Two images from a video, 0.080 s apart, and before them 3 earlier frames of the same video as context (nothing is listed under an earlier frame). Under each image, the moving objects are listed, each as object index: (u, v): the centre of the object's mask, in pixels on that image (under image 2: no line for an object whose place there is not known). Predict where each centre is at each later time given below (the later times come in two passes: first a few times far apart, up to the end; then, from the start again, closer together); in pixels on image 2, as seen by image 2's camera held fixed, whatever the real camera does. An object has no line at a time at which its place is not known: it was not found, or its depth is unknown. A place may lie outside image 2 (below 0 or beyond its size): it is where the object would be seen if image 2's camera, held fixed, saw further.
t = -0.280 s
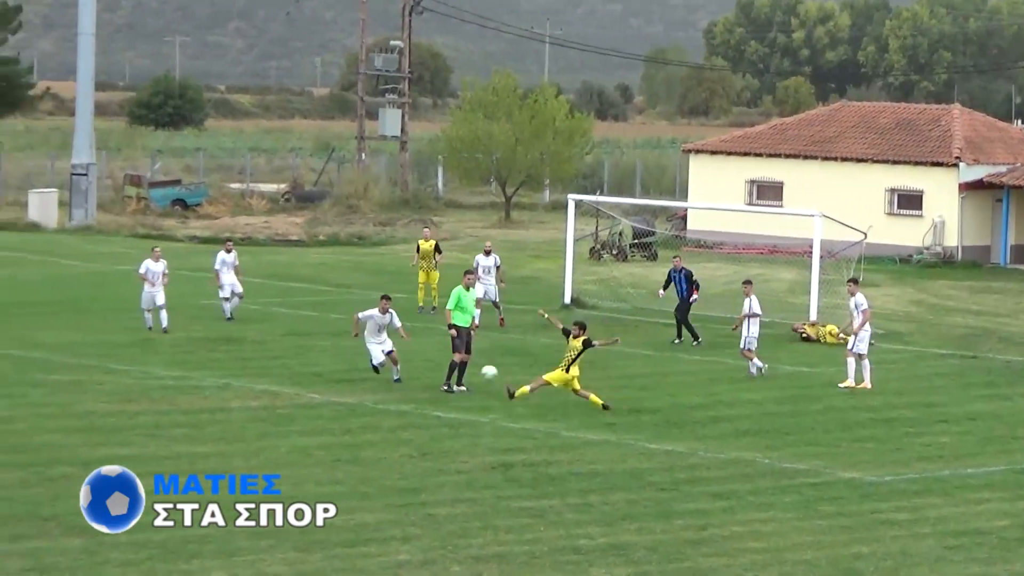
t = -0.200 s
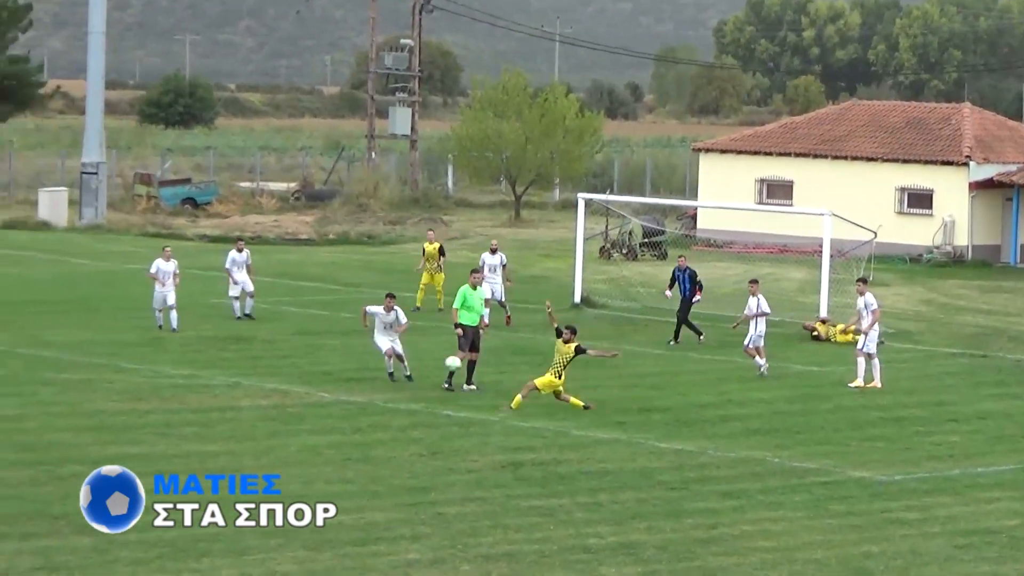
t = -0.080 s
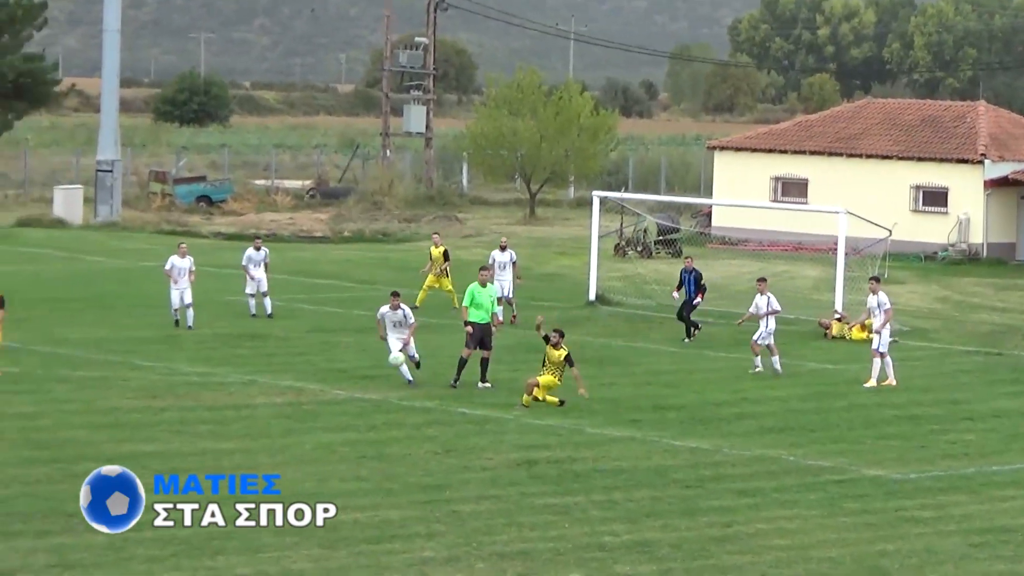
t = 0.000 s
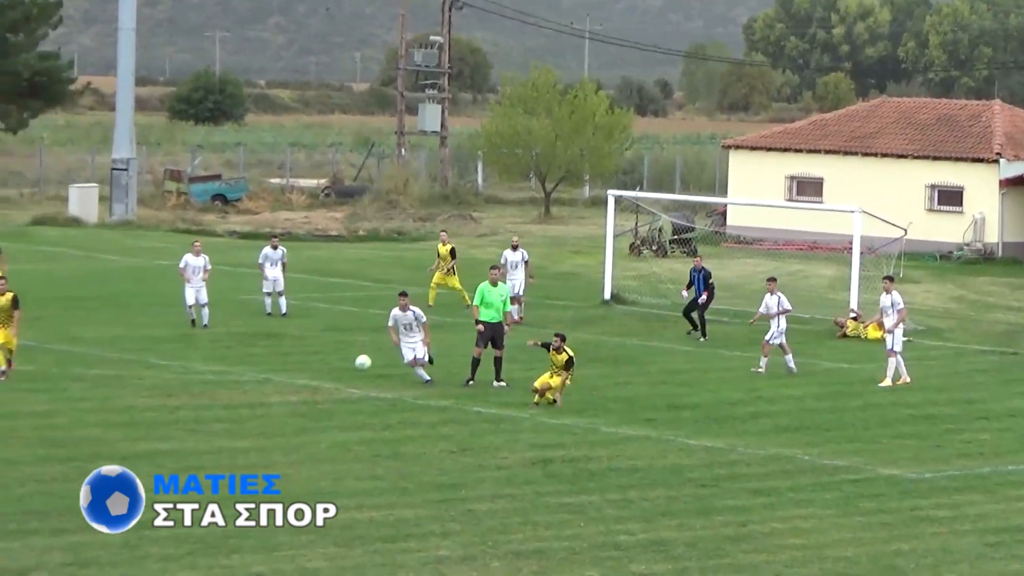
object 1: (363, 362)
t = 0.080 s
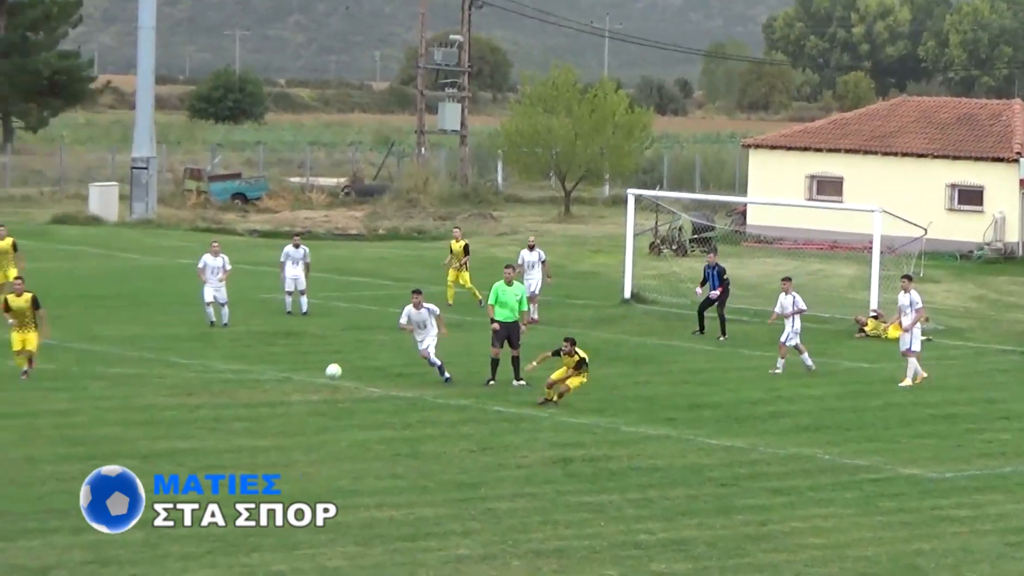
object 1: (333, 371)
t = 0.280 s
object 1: (198, 422)
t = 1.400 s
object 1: (-294, 505)
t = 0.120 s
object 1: (307, 378)
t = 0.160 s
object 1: (281, 386)
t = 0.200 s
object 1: (254, 396)
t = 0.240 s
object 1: (226, 409)
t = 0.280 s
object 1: (198, 422)
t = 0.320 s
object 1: (184, 427)
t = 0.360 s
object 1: (173, 422)
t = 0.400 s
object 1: (160, 419)
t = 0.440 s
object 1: (147, 418)
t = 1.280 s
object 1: (-234, 496)
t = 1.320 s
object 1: (-254, 498)
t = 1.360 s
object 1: (-273, 501)
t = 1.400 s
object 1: (-294, 505)
